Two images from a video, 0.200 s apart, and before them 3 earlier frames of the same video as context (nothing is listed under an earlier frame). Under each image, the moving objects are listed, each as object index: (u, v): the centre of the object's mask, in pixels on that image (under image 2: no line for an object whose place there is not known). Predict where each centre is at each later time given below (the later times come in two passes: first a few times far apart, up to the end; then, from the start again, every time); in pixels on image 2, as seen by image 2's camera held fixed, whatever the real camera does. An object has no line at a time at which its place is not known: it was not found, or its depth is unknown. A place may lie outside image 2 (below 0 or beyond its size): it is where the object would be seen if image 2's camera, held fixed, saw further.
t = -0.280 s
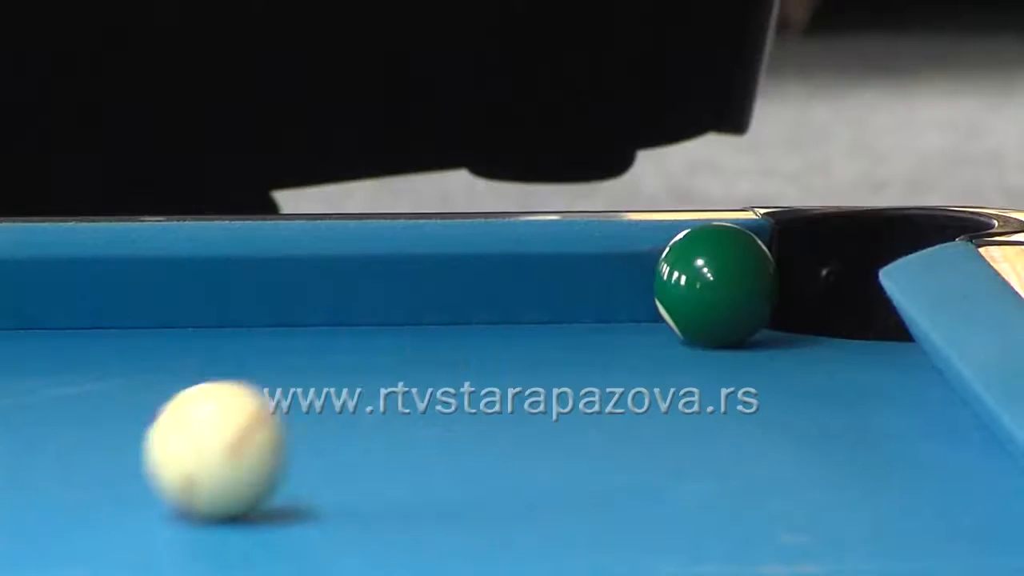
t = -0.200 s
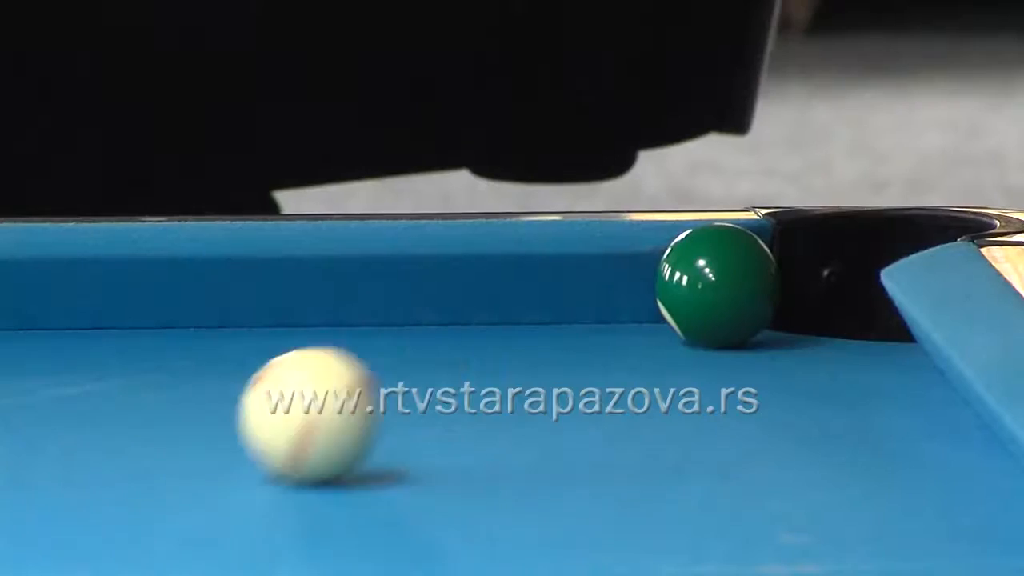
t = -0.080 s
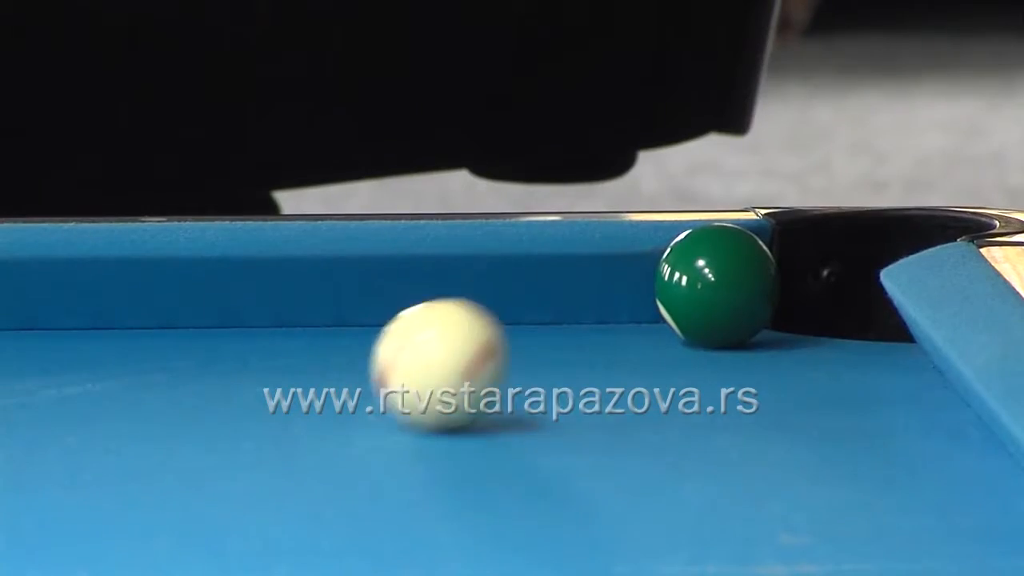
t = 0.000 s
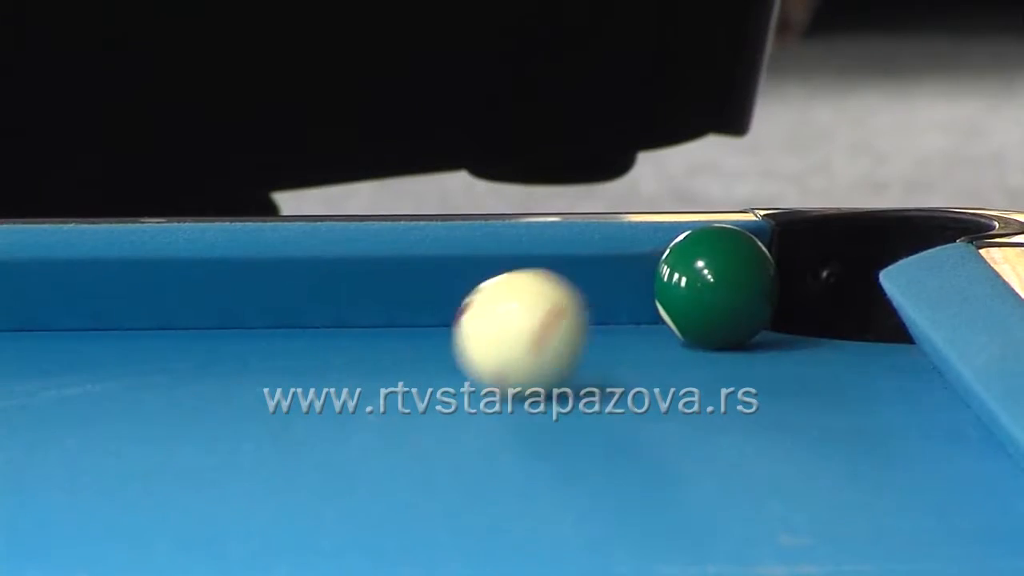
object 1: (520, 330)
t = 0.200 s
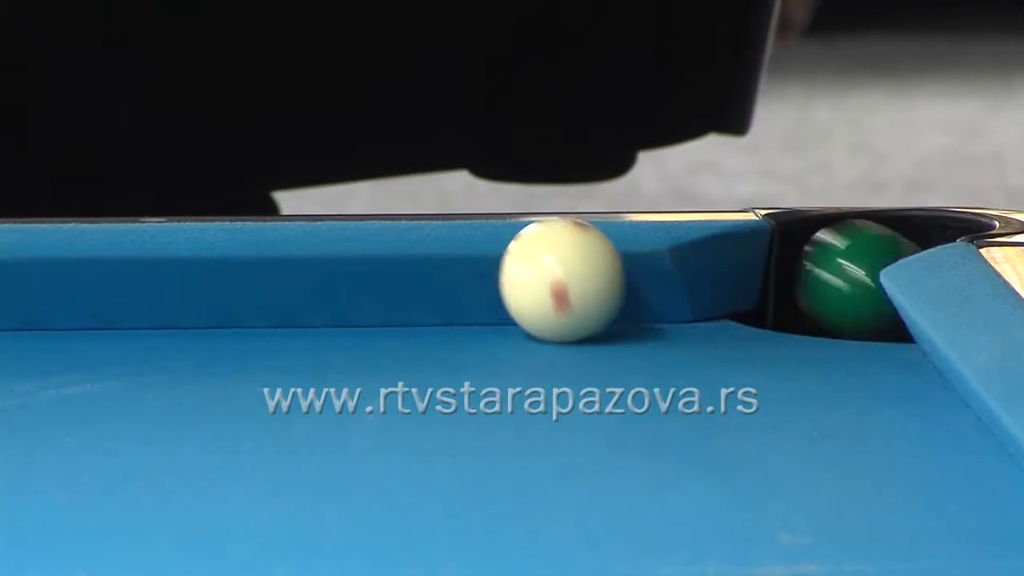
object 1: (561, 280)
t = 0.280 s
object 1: (556, 288)
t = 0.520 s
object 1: (545, 314)
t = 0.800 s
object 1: (535, 341)
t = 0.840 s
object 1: (534, 344)
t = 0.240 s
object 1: (558, 283)
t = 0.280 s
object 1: (556, 288)
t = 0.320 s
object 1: (553, 292)
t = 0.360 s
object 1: (551, 297)
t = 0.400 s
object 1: (550, 301)
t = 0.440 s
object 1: (548, 305)
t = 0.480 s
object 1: (547, 310)
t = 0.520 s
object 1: (545, 314)
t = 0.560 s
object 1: (543, 319)
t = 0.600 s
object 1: (541, 323)
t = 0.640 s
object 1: (540, 327)
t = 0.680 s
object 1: (538, 330)
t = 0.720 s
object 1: (538, 334)
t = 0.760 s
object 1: (536, 339)
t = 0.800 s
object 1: (535, 341)
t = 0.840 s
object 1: (534, 344)
